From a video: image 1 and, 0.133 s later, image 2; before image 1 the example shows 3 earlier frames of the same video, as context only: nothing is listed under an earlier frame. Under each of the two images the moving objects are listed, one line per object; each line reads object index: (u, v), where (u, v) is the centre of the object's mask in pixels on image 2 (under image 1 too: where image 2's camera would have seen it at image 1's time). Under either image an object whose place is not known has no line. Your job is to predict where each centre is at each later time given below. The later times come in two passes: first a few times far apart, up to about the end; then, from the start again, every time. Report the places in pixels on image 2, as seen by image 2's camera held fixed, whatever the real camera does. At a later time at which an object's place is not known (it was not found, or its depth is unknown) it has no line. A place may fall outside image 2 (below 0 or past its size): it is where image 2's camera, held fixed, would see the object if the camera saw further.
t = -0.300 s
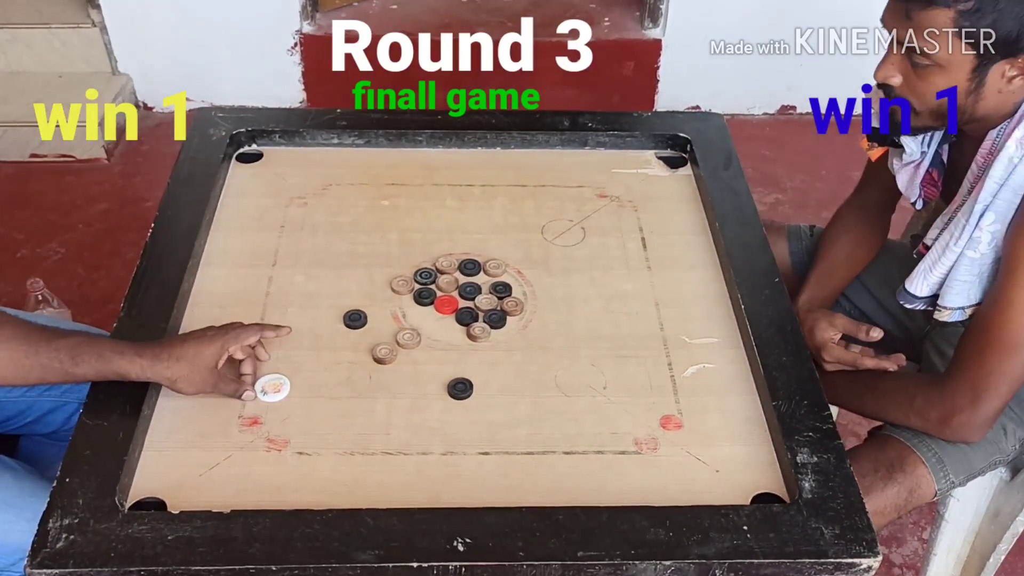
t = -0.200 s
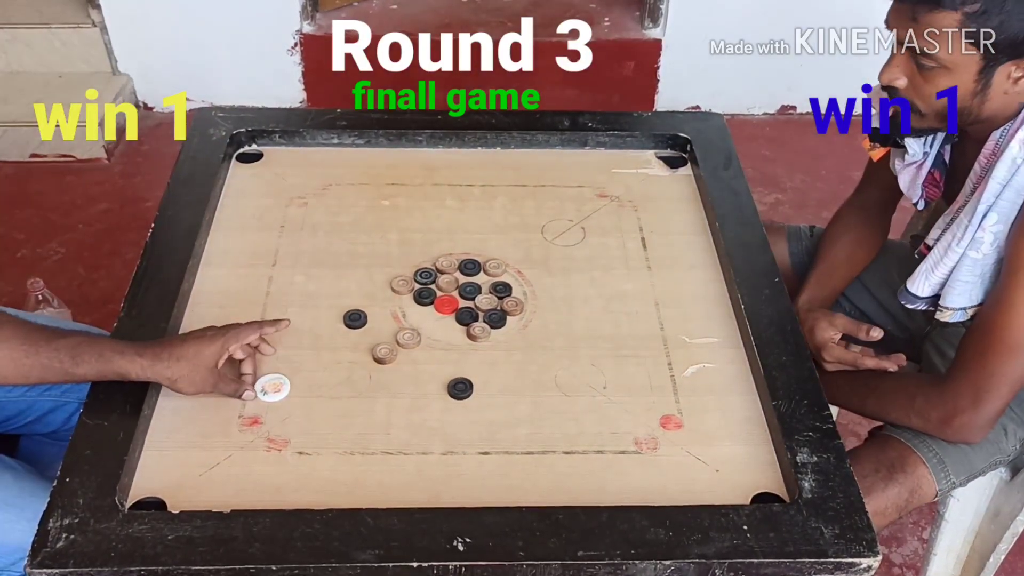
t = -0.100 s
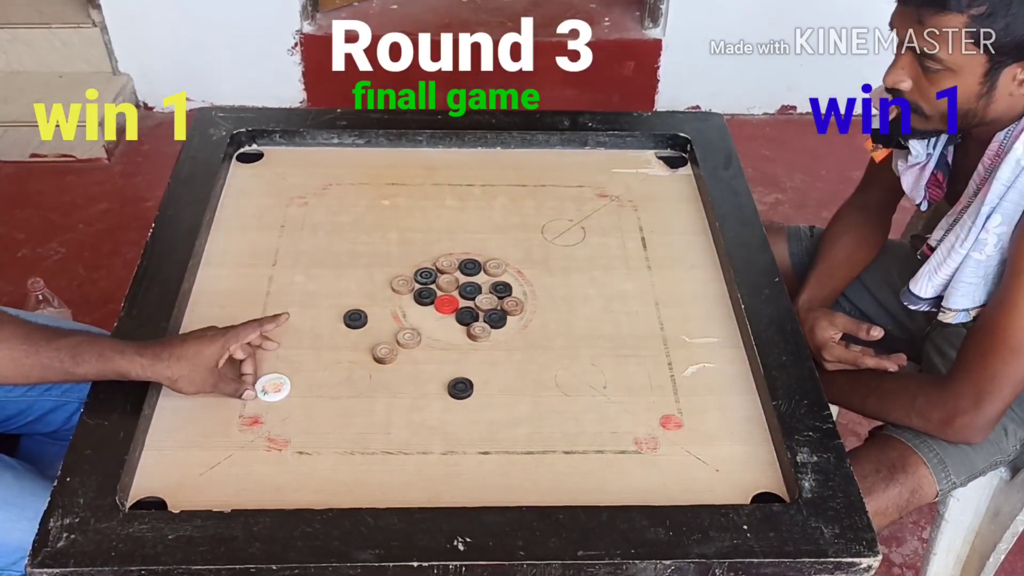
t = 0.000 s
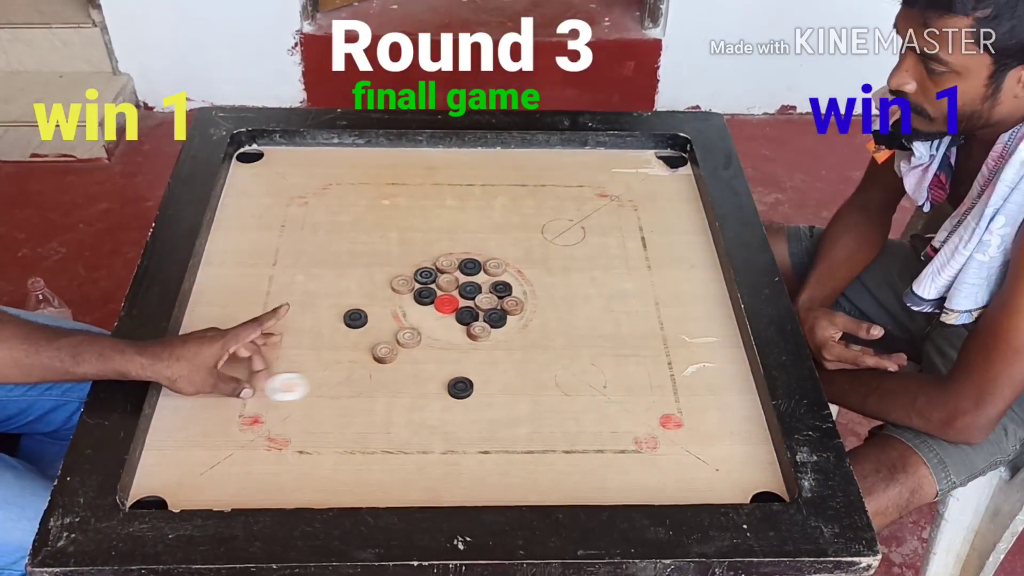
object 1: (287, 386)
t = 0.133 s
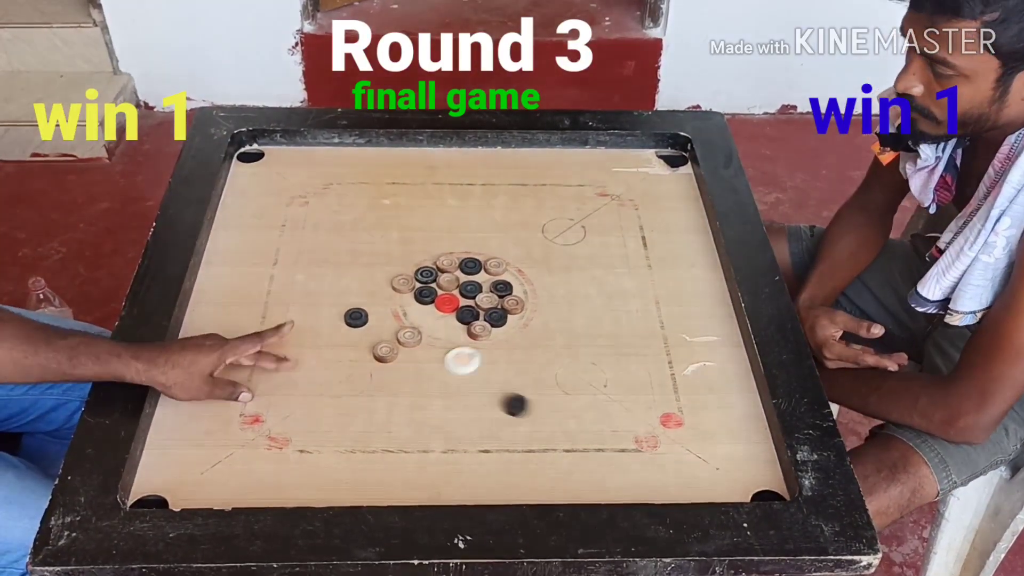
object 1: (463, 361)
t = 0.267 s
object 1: (528, 351)
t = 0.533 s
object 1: (581, 358)
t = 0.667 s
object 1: (583, 359)
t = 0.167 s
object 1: (482, 351)
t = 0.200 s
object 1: (498, 351)
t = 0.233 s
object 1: (514, 351)
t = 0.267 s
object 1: (528, 351)
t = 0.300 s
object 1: (540, 351)
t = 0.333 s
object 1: (551, 353)
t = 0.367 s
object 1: (561, 354)
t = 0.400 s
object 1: (569, 355)
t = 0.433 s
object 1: (574, 357)
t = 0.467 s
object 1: (579, 357)
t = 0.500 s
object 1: (581, 358)
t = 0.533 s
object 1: (581, 358)
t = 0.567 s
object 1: (582, 358)
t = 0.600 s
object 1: (582, 358)
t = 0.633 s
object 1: (583, 358)
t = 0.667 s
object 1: (583, 359)
